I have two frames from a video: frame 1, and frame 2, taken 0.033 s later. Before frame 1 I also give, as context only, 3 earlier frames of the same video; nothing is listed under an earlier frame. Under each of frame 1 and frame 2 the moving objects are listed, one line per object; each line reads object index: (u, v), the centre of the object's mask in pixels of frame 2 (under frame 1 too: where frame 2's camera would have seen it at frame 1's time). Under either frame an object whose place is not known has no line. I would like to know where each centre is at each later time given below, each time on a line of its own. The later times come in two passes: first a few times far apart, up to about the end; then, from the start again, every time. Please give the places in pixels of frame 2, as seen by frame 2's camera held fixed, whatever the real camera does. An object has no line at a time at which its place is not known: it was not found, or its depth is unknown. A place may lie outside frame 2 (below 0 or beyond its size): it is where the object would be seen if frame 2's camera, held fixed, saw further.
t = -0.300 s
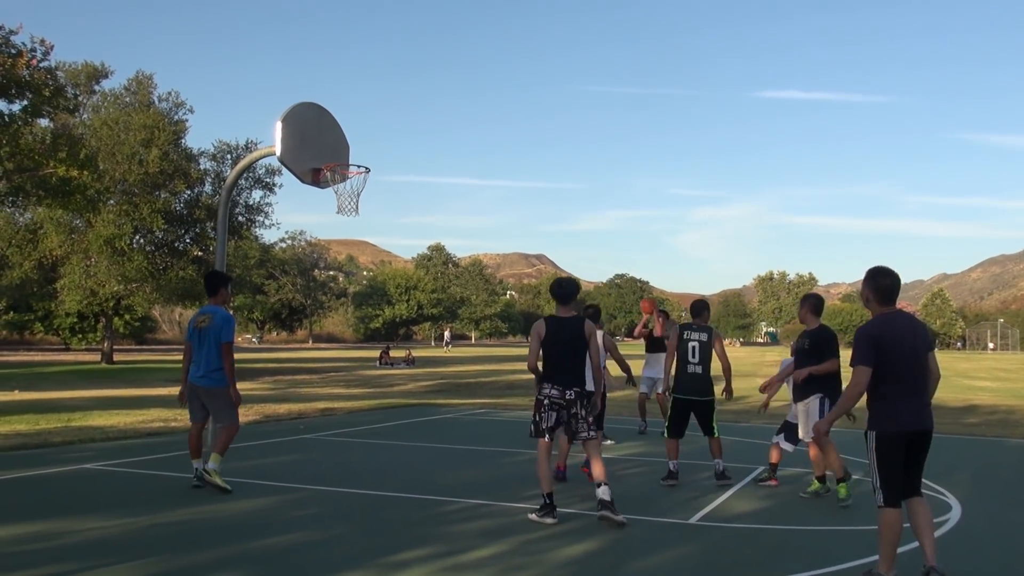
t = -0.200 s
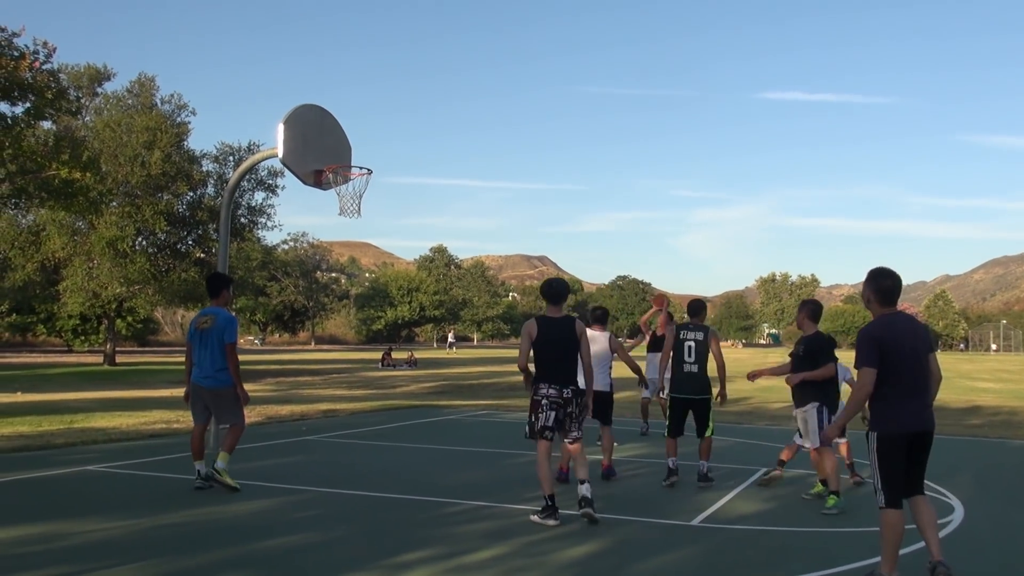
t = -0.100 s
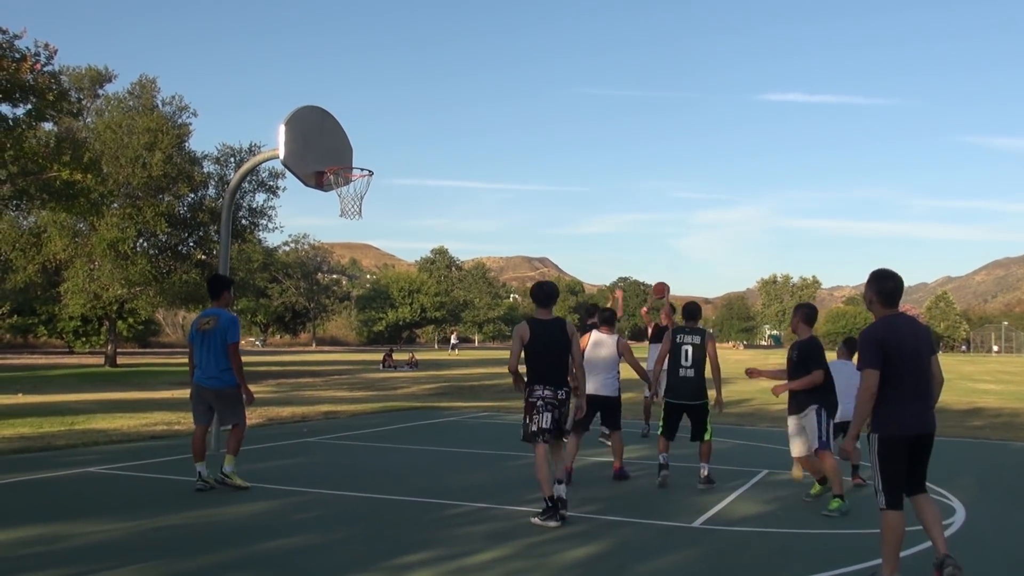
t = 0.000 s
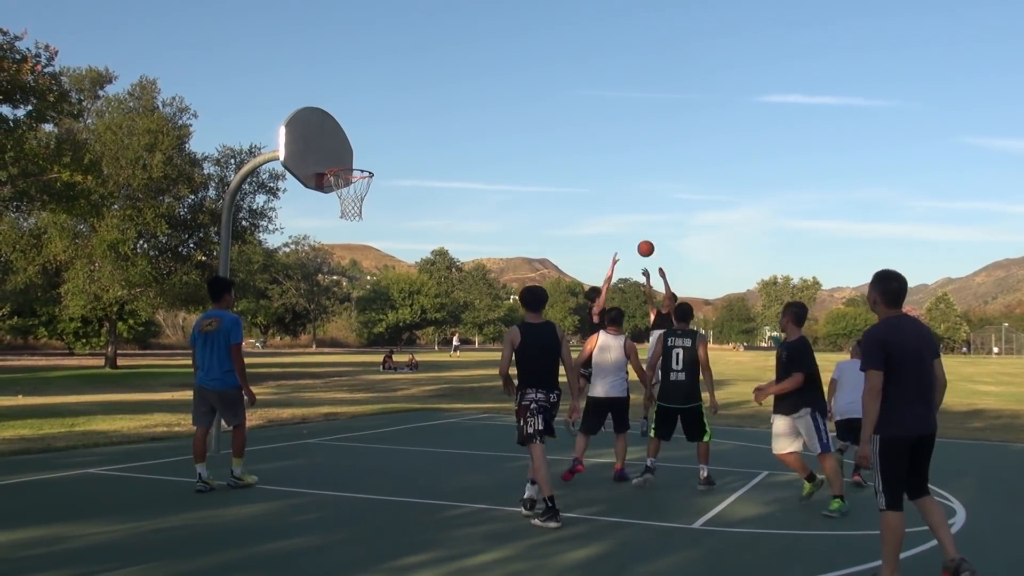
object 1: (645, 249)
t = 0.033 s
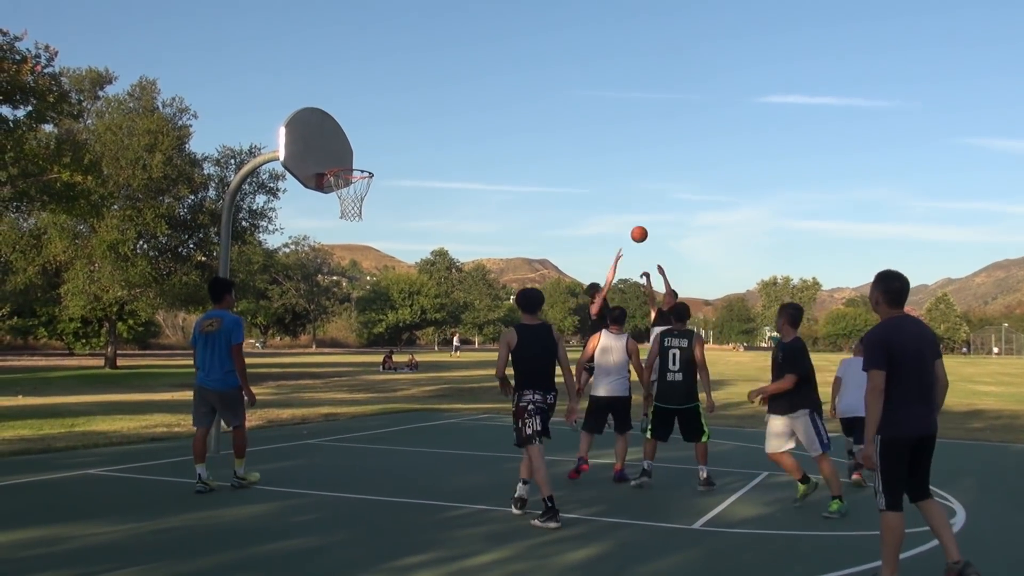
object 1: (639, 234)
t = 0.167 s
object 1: (613, 181)
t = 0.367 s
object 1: (570, 120)
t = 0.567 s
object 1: (523, 86)
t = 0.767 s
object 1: (470, 80)
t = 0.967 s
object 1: (411, 109)
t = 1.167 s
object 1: (347, 166)
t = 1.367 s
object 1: (368, 157)
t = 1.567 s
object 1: (401, 173)
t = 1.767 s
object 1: (430, 220)
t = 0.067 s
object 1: (633, 220)
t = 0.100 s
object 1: (626, 206)
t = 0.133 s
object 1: (619, 193)
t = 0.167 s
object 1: (613, 181)
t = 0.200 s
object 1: (606, 169)
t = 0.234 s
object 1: (599, 158)
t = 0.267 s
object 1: (592, 148)
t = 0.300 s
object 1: (585, 138)
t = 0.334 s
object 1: (578, 129)
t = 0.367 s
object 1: (570, 120)
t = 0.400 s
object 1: (563, 113)
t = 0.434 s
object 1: (555, 106)
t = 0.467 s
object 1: (547, 100)
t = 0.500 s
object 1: (539, 94)
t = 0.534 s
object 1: (531, 89)
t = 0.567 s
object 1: (523, 86)
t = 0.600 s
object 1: (515, 83)
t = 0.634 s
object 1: (506, 80)
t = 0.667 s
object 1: (497, 79)
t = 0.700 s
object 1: (488, 78)
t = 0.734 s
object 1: (479, 79)
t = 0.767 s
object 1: (470, 80)
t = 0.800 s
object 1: (461, 82)
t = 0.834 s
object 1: (451, 86)
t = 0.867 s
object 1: (441, 90)
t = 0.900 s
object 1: (432, 95)
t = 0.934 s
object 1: (422, 102)
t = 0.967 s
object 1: (411, 109)
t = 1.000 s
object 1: (401, 117)
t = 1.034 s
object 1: (390, 127)
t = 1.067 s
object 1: (379, 138)
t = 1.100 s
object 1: (368, 150)
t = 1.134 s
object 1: (357, 163)
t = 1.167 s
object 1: (347, 166)
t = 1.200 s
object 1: (338, 169)
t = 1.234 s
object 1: (344, 164)
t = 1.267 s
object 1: (350, 161)
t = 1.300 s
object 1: (356, 159)
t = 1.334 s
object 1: (362, 157)
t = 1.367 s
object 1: (368, 157)
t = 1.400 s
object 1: (374, 157)
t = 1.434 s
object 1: (380, 159)
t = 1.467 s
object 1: (385, 161)
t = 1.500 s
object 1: (391, 164)
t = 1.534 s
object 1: (396, 168)
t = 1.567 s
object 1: (401, 173)
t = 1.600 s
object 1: (406, 179)
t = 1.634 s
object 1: (411, 185)
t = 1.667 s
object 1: (416, 193)
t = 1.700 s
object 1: (421, 201)
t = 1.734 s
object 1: (425, 210)
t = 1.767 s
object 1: (430, 220)
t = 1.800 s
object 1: (434, 230)
